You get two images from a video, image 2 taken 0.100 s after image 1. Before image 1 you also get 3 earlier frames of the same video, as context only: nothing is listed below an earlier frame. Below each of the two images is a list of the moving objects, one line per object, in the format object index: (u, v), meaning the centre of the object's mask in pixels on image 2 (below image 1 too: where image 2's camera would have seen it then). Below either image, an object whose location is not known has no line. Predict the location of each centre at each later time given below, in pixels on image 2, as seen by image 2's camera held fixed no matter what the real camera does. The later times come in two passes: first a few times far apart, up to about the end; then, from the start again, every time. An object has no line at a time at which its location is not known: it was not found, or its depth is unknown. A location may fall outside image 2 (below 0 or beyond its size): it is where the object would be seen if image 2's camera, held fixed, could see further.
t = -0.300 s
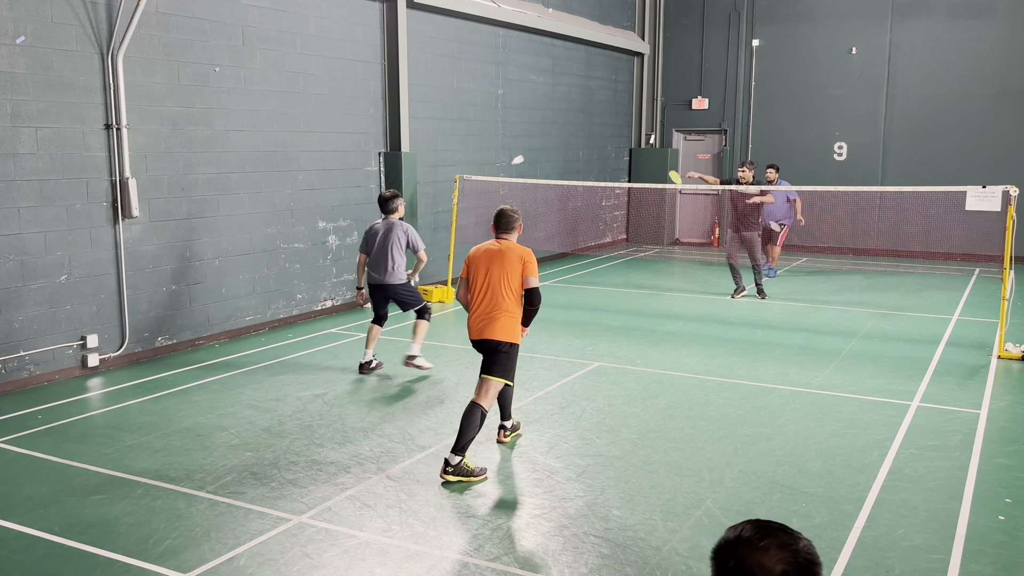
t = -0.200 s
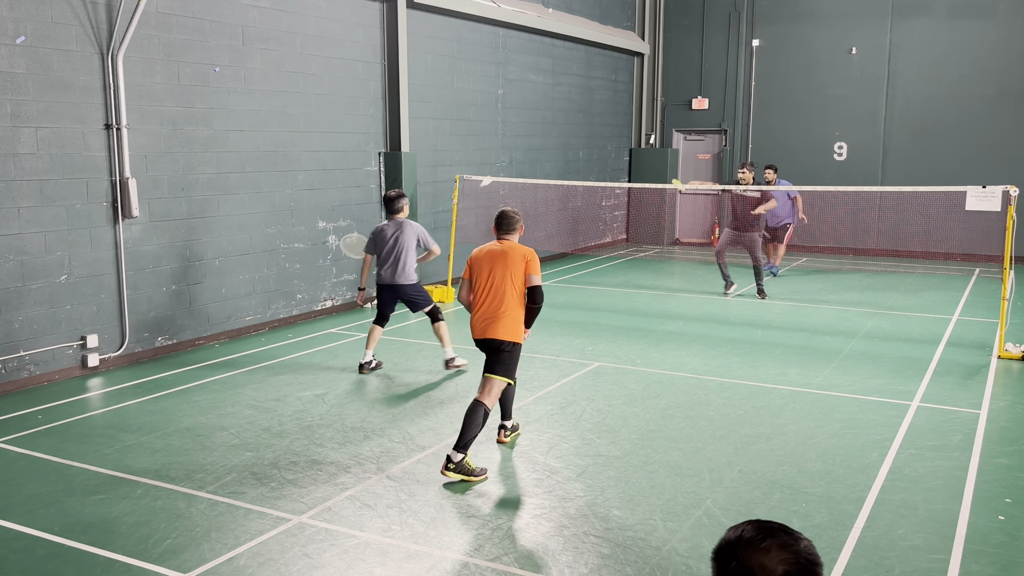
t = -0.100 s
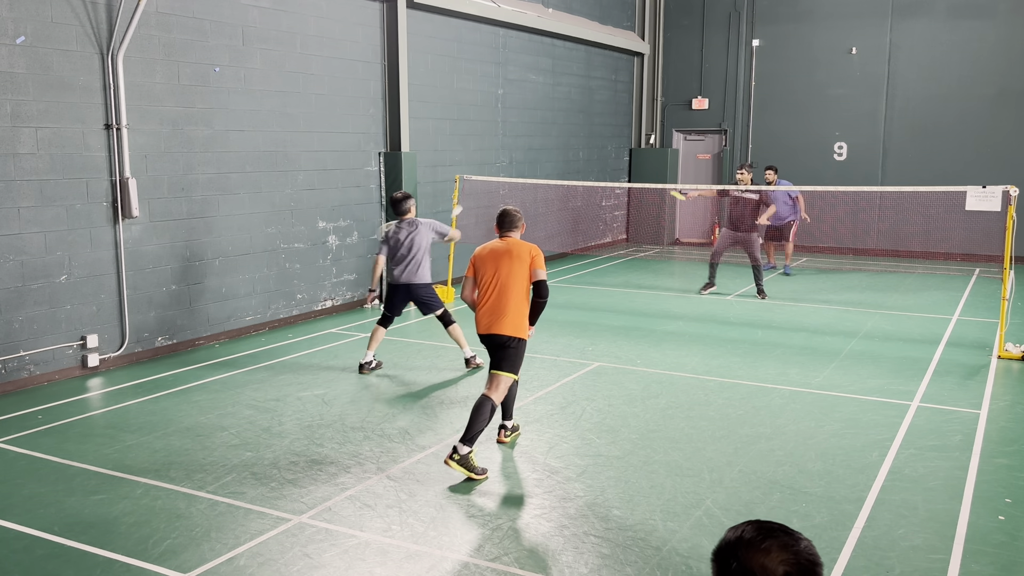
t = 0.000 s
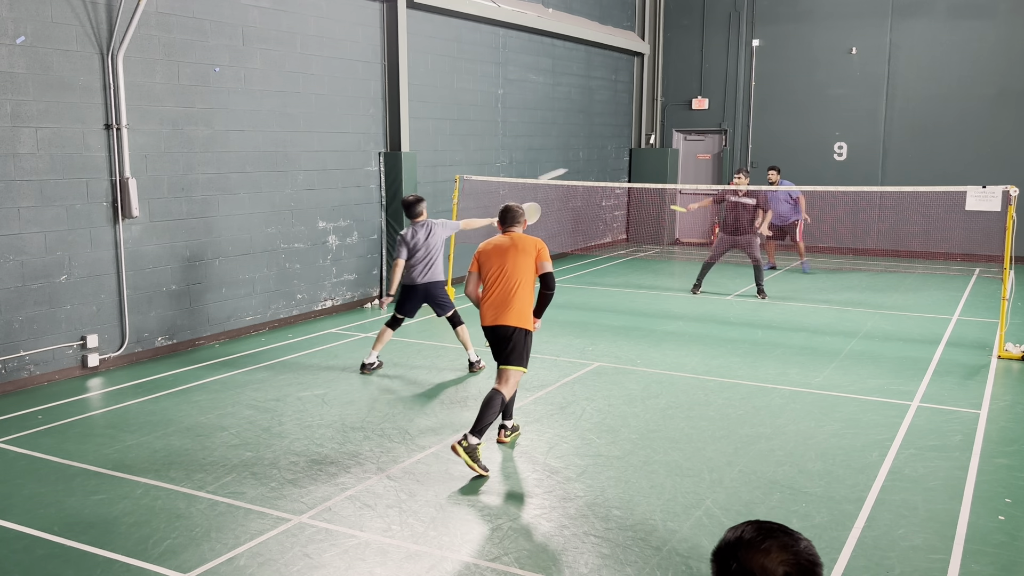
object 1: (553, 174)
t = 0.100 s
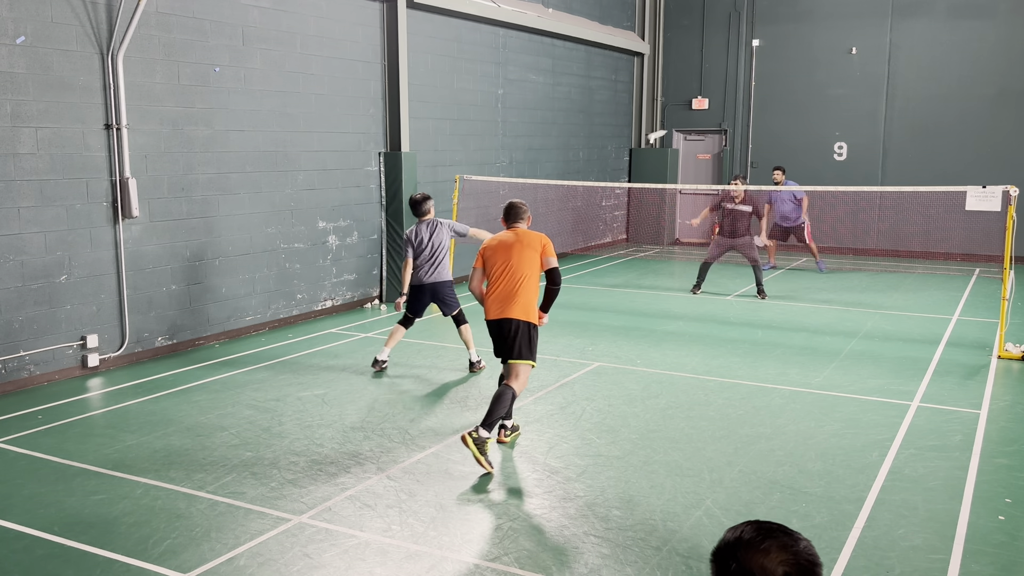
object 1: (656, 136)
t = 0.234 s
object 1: (738, 113)
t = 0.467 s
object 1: (819, 118)
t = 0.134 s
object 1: (681, 127)
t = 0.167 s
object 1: (702, 121)
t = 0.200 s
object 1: (721, 116)
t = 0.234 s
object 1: (738, 113)
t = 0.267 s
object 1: (753, 111)
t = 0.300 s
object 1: (767, 110)
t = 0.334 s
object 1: (779, 110)
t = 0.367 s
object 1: (790, 111)
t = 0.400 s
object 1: (801, 113)
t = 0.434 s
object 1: (810, 115)
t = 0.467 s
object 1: (819, 118)
